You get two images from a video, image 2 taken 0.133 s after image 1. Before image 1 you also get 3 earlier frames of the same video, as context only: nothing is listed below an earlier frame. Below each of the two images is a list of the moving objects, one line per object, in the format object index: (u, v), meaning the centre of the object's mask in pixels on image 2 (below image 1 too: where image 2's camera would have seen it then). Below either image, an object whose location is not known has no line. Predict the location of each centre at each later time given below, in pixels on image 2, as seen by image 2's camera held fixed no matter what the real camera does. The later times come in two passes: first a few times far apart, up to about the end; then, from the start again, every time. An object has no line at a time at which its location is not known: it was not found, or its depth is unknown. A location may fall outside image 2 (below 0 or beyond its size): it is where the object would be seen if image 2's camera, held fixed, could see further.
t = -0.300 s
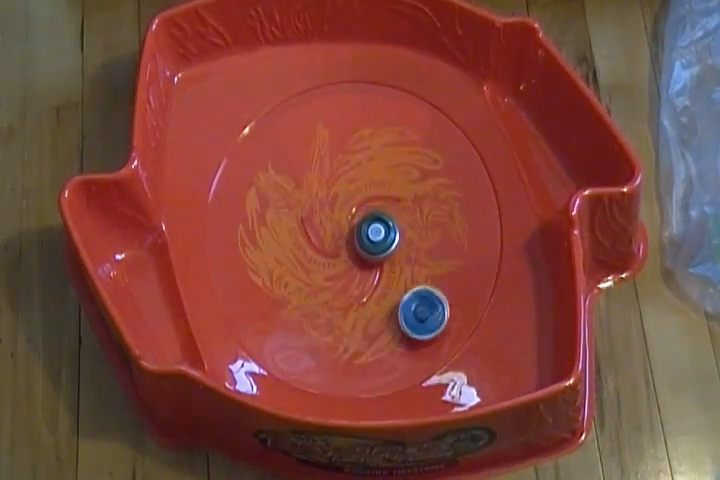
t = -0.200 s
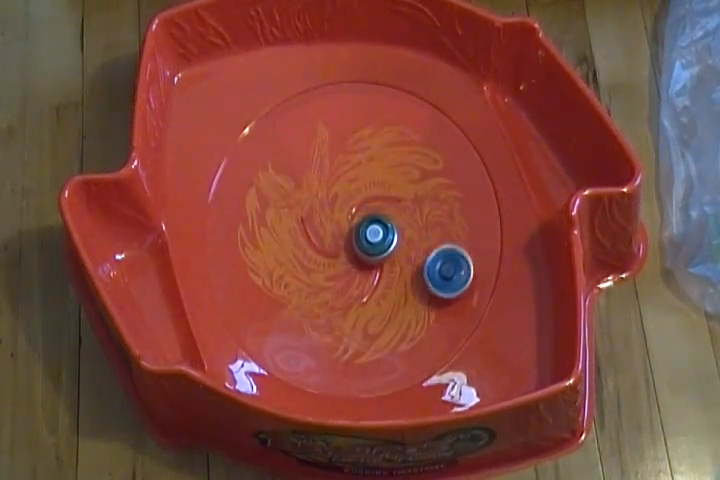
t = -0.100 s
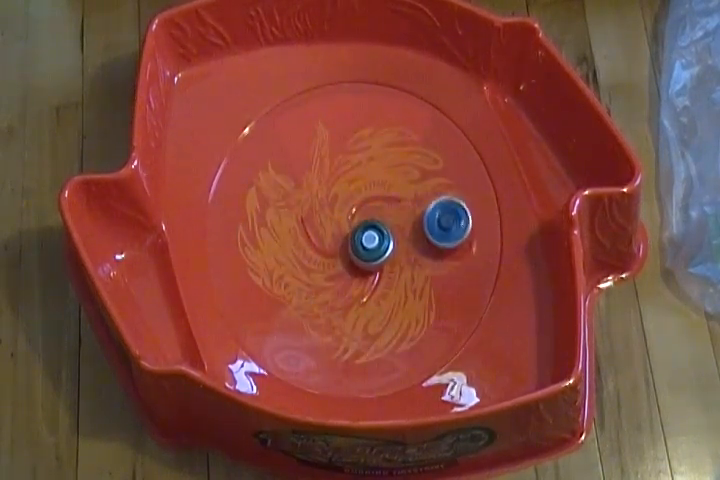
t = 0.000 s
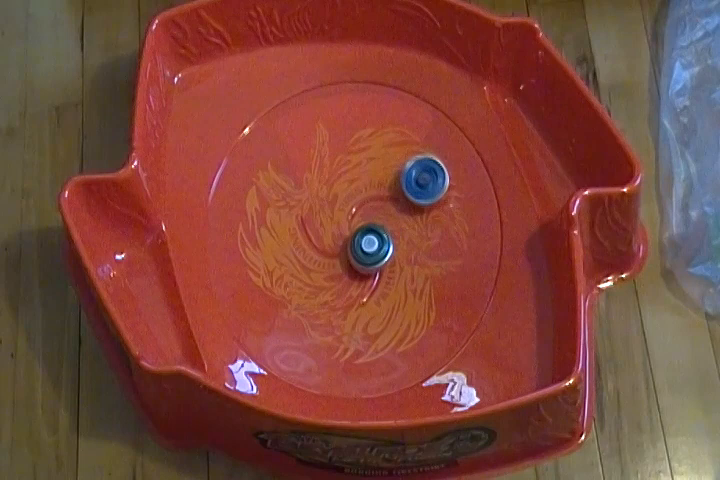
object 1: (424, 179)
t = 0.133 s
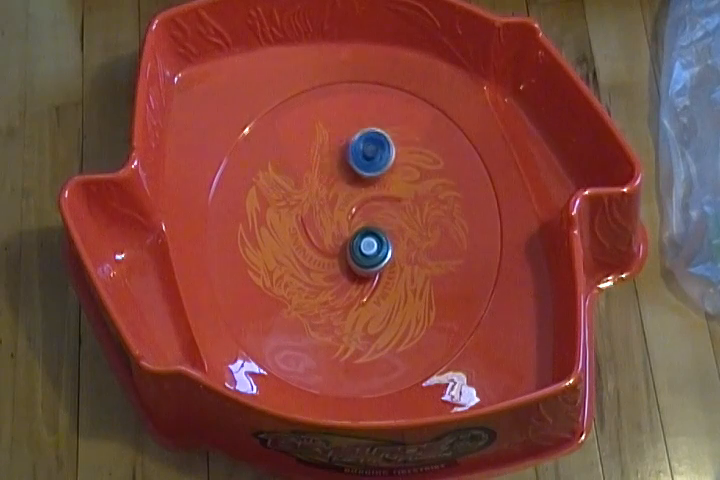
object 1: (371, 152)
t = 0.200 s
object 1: (341, 153)
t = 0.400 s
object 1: (276, 211)
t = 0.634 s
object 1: (309, 318)
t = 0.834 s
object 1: (406, 321)
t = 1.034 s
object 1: (434, 232)
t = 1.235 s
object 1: (383, 159)
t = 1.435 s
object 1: (299, 157)
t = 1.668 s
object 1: (264, 249)
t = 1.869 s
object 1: (322, 319)
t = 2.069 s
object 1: (409, 299)
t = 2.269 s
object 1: (432, 210)
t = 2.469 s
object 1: (382, 142)
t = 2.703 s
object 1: (291, 158)
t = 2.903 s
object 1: (277, 245)
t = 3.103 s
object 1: (335, 315)
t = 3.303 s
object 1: (420, 300)
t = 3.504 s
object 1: (445, 216)
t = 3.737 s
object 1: (379, 145)
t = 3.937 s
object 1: (300, 170)
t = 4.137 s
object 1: (279, 254)
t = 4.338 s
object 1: (326, 326)
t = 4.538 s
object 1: (411, 321)
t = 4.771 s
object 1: (438, 224)
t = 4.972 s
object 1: (382, 160)
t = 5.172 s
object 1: (303, 166)
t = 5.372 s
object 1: (269, 237)
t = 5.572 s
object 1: (306, 313)
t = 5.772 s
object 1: (391, 316)
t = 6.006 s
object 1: (429, 225)
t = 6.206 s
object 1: (387, 155)
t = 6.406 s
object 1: (311, 149)
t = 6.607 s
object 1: (273, 217)
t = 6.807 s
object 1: (308, 295)
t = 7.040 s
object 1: (401, 304)
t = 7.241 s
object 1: (437, 232)
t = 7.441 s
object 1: (402, 160)
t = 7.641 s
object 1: (328, 152)
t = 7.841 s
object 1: (283, 215)
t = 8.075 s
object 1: (311, 305)
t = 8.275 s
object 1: (388, 324)
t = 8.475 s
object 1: (436, 264)
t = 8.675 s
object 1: (414, 186)
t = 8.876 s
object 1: (344, 158)
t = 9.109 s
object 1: (279, 210)
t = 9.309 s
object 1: (289, 289)
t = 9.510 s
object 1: (359, 324)
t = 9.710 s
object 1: (421, 277)
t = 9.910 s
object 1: (418, 197)
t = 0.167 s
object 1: (356, 152)
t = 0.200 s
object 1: (341, 153)
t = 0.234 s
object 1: (325, 157)
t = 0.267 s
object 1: (312, 164)
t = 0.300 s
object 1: (300, 172)
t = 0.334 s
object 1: (289, 183)
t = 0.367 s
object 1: (282, 196)
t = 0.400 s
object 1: (276, 211)
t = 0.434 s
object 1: (273, 228)
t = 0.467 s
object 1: (272, 244)
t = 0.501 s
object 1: (274, 261)
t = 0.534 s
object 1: (279, 277)
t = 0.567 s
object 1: (286, 293)
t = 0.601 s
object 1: (296, 306)
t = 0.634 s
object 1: (309, 318)
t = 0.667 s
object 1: (324, 327)
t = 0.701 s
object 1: (340, 333)
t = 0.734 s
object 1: (357, 336)
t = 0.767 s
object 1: (375, 335)
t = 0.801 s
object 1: (391, 330)
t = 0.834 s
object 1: (406, 321)
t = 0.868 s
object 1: (417, 310)
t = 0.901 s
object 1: (426, 296)
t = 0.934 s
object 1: (433, 280)
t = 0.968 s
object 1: (436, 265)
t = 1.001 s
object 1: (436, 248)
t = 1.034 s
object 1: (434, 232)
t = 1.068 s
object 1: (430, 217)
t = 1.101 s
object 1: (424, 202)
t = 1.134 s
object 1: (416, 189)
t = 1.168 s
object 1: (407, 177)
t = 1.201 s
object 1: (395, 166)
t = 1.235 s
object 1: (383, 159)
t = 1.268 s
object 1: (369, 153)
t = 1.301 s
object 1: (355, 149)
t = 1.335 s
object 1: (341, 147)
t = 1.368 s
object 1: (326, 148)
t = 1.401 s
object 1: (313, 151)
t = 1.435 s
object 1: (299, 157)
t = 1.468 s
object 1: (287, 165)
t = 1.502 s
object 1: (277, 175)
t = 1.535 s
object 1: (270, 188)
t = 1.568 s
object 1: (265, 202)
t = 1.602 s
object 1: (263, 218)
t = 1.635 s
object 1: (262, 233)
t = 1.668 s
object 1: (264, 249)
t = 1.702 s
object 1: (268, 264)
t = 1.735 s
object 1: (275, 279)
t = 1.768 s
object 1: (284, 292)
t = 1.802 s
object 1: (295, 304)
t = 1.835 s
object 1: (308, 313)
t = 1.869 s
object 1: (322, 319)
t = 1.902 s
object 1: (337, 323)
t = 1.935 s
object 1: (353, 324)
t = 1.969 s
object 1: (368, 322)
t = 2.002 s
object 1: (383, 318)
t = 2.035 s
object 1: (397, 310)
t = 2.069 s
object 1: (409, 299)
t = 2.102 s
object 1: (419, 287)
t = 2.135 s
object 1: (426, 272)
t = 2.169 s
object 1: (430, 257)
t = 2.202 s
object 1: (433, 242)
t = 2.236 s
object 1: (434, 226)
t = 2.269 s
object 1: (432, 210)
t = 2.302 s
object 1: (428, 196)
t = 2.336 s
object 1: (422, 181)
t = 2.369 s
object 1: (415, 169)
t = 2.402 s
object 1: (405, 157)
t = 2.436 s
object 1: (394, 148)
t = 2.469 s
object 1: (382, 142)
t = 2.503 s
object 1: (369, 136)
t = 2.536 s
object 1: (355, 134)
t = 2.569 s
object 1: (341, 132)
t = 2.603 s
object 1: (327, 135)
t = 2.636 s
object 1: (314, 140)
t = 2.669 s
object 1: (302, 148)
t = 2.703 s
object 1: (291, 158)
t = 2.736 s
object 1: (282, 170)
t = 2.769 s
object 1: (276, 183)
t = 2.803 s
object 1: (273, 198)
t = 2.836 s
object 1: (272, 214)
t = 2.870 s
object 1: (273, 230)
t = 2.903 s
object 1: (277, 245)
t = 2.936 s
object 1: (282, 261)
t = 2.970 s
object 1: (289, 275)
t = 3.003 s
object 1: (298, 288)
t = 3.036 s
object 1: (309, 300)
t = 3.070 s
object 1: (321, 309)
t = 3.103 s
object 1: (335, 315)
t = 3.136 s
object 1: (350, 320)
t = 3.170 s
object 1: (365, 321)
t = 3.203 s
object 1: (380, 320)
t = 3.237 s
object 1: (395, 316)
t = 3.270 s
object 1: (408, 309)
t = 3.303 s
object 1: (420, 300)
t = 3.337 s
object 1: (430, 289)
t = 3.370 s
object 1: (438, 276)
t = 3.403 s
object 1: (443, 262)
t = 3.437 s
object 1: (446, 246)
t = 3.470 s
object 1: (447, 231)
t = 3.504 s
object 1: (445, 216)
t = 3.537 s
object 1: (441, 201)
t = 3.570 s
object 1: (435, 187)
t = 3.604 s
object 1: (426, 175)
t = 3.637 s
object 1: (417, 164)
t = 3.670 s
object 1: (406, 156)
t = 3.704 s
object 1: (393, 149)
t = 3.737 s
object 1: (379, 145)
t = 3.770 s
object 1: (365, 143)
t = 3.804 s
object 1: (351, 144)
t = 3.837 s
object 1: (337, 147)
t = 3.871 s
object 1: (323, 152)
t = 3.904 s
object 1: (311, 160)
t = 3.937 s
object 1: (300, 170)
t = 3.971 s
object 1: (290, 182)
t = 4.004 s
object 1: (284, 194)
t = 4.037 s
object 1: (279, 209)
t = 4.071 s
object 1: (277, 223)
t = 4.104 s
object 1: (277, 239)
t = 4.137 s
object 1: (279, 254)
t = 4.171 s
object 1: (282, 269)
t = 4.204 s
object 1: (287, 283)
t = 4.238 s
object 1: (294, 297)
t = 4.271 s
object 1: (303, 308)
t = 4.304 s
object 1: (314, 318)
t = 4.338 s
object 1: (326, 326)
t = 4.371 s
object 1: (340, 332)
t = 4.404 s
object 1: (354, 335)
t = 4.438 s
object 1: (370, 336)
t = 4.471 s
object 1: (384, 334)
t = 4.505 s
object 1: (398, 329)
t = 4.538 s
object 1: (411, 321)
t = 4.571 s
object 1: (422, 311)
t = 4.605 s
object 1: (431, 299)
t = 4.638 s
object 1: (437, 285)
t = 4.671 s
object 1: (441, 270)
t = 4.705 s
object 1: (442, 254)
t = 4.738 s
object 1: (441, 239)
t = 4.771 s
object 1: (438, 224)
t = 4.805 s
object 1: (432, 210)
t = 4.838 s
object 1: (425, 197)
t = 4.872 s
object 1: (416, 185)
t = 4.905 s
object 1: (406, 175)
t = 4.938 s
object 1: (394, 167)
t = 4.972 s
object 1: (382, 160)
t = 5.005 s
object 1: (369, 156)
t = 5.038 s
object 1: (356, 154)
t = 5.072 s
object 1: (342, 153)
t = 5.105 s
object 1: (328, 155)
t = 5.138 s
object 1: (315, 160)
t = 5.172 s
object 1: (303, 166)
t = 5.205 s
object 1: (292, 174)
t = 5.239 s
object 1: (283, 184)
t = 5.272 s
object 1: (276, 195)
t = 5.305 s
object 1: (271, 208)
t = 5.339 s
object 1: (269, 222)
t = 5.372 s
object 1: (269, 237)
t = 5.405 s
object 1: (269, 252)
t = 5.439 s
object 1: (273, 266)
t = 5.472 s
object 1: (278, 280)
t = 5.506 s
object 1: (286, 292)
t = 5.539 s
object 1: (295, 304)
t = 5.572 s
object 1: (306, 313)
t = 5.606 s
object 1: (320, 320)
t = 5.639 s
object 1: (333, 324)
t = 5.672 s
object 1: (349, 326)
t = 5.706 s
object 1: (363, 325)
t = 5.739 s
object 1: (377, 322)
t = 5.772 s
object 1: (391, 316)
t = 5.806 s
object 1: (402, 307)
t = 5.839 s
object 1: (412, 295)
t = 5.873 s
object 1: (420, 283)
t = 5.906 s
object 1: (425, 269)
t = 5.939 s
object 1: (428, 254)
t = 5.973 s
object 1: (429, 240)
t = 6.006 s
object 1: (429, 225)
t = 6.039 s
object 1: (426, 211)
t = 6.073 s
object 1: (421, 197)
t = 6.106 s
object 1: (415, 184)
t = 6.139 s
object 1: (407, 173)
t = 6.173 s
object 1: (397, 163)
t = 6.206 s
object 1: (387, 155)
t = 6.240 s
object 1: (375, 148)
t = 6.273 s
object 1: (362, 144)
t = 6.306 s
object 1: (350, 142)
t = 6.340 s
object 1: (336, 142)
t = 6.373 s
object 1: (323, 144)
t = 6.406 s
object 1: (311, 149)
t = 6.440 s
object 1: (300, 156)
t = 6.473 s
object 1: (290, 166)
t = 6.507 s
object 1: (282, 176)
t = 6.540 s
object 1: (276, 189)
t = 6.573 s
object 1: (273, 202)
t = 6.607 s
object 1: (273, 217)
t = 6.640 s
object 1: (274, 232)
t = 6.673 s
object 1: (278, 246)
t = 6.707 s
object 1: (283, 260)
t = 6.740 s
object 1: (290, 273)
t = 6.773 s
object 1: (298, 285)
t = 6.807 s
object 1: (308, 295)
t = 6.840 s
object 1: (320, 304)
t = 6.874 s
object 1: (333, 310)
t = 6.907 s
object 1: (347, 313)
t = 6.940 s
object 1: (361, 315)
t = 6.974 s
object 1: (375, 314)
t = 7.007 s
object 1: (389, 310)
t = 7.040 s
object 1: (401, 304)
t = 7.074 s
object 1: (412, 294)
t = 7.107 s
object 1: (421, 284)
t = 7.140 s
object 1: (428, 272)
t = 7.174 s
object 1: (433, 259)
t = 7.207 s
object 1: (436, 246)
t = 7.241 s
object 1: (437, 232)
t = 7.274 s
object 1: (436, 218)
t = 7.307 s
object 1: (432, 204)
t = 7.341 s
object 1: (427, 191)
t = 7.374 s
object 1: (421, 179)
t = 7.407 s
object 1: (412, 169)
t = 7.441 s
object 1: (402, 160)
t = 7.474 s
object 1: (391, 154)
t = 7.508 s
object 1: (379, 149)
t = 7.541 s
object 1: (366, 146)
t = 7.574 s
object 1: (353, 147)
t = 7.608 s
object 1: (340, 148)
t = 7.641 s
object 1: (328, 152)
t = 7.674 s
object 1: (316, 159)
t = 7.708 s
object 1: (306, 167)
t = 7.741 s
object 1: (297, 178)
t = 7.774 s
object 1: (290, 189)
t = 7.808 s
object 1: (286, 202)
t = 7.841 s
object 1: (283, 215)
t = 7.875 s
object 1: (282, 229)
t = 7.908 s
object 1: (283, 243)
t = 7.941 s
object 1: (285, 256)
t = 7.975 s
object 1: (289, 270)
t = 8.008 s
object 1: (295, 283)
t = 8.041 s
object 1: (302, 295)
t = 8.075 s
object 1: (311, 305)
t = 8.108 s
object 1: (322, 314)
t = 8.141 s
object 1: (334, 320)
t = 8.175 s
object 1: (348, 324)
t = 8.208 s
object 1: (361, 327)
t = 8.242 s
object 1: (374, 327)
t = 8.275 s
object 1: (388, 324)
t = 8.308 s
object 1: (400, 319)
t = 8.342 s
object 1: (411, 311)
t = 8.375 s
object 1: (420, 302)
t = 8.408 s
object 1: (428, 290)
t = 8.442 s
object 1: (433, 277)
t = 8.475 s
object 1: (436, 264)
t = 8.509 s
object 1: (437, 250)
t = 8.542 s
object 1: (436, 236)
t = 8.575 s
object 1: (433, 223)
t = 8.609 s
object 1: (428, 210)
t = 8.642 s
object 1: (422, 198)
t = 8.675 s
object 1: (414, 186)
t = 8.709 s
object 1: (404, 177)
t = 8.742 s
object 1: (394, 169)
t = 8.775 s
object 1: (382, 164)
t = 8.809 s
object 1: (369, 160)
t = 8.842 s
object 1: (357, 158)
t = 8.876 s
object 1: (344, 158)
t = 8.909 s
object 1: (331, 160)
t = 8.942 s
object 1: (319, 164)
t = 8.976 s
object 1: (308, 170)
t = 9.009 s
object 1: (298, 178)
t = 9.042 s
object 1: (290, 188)
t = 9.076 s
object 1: (283, 198)
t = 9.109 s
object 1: (279, 210)
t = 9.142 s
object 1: (276, 223)
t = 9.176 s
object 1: (275, 236)
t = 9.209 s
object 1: (275, 249)
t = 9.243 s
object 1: (278, 263)
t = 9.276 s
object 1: (282, 276)
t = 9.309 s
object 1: (289, 289)
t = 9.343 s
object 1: (296, 299)
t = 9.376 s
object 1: (307, 309)
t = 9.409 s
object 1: (319, 316)
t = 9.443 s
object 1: (331, 321)
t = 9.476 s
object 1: (345, 323)
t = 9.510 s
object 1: (359, 324)
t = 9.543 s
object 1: (372, 322)
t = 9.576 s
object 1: (385, 317)
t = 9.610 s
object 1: (397, 310)
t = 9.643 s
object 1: (407, 300)
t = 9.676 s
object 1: (415, 289)
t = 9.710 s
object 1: (421, 277)
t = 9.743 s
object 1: (425, 264)
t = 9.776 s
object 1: (427, 250)
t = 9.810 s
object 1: (427, 236)
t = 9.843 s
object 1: (426, 223)
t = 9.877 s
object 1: (423, 210)
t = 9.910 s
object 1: (418, 197)
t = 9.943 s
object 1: (411, 185)
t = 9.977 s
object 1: (403, 175)
